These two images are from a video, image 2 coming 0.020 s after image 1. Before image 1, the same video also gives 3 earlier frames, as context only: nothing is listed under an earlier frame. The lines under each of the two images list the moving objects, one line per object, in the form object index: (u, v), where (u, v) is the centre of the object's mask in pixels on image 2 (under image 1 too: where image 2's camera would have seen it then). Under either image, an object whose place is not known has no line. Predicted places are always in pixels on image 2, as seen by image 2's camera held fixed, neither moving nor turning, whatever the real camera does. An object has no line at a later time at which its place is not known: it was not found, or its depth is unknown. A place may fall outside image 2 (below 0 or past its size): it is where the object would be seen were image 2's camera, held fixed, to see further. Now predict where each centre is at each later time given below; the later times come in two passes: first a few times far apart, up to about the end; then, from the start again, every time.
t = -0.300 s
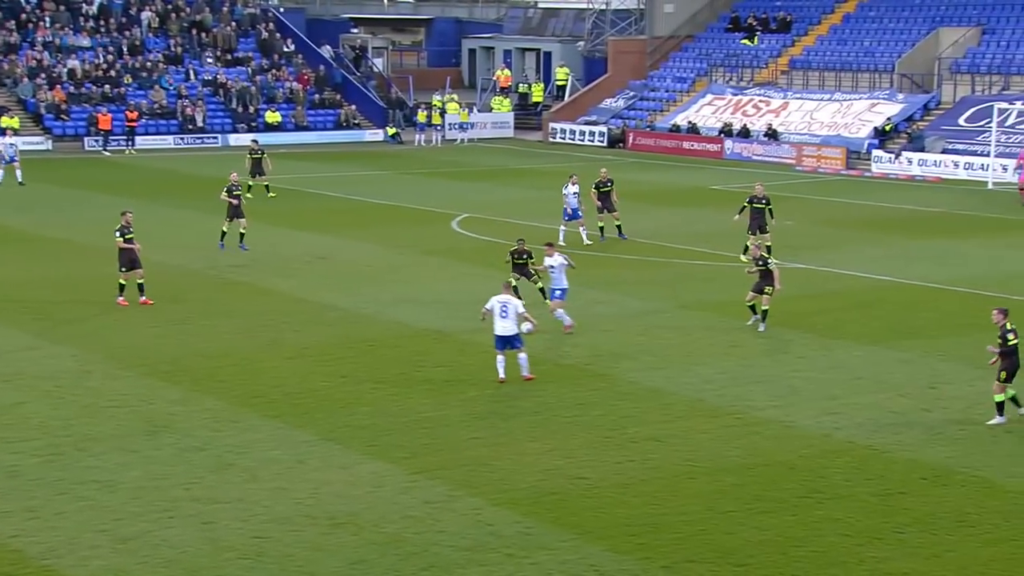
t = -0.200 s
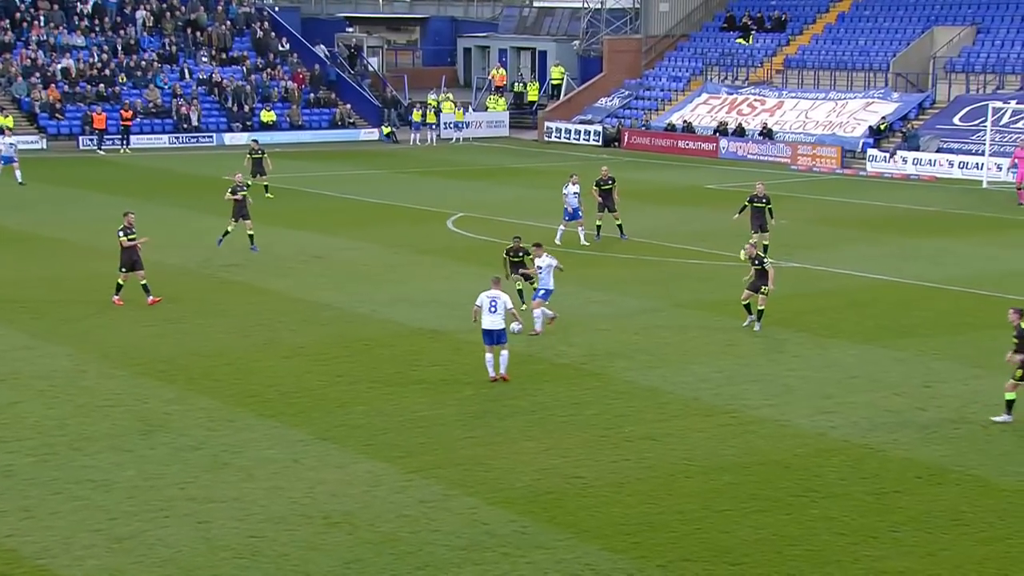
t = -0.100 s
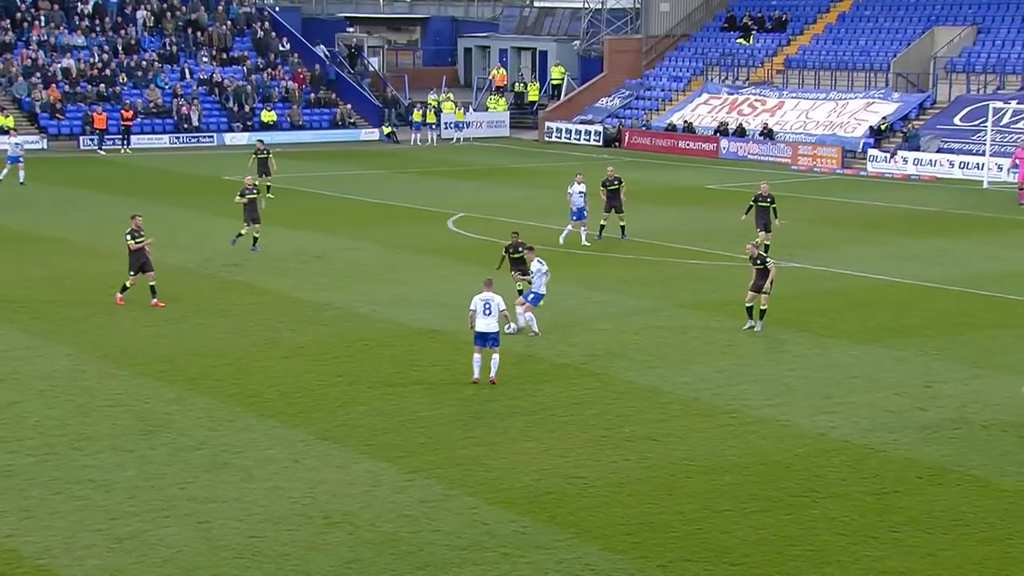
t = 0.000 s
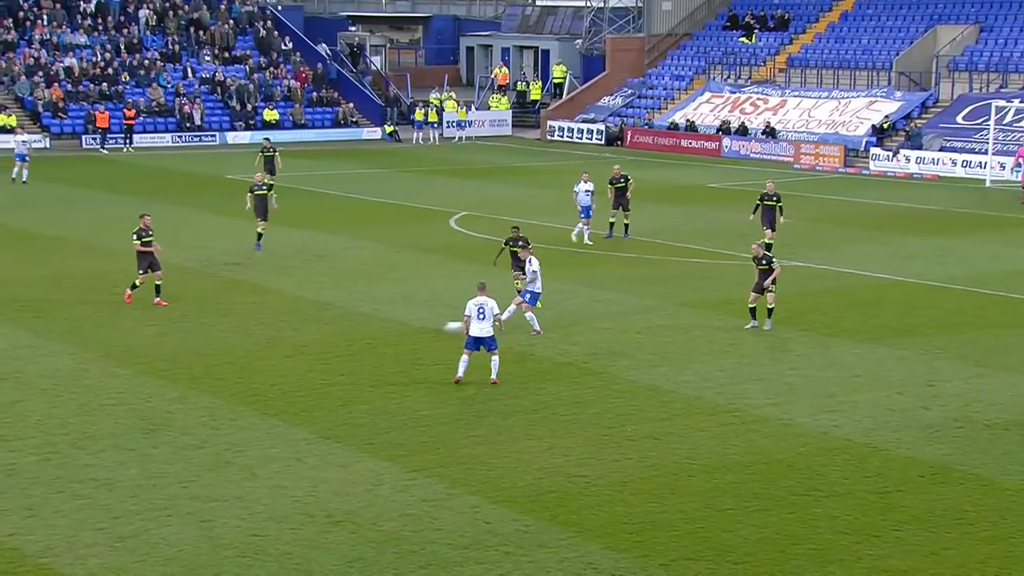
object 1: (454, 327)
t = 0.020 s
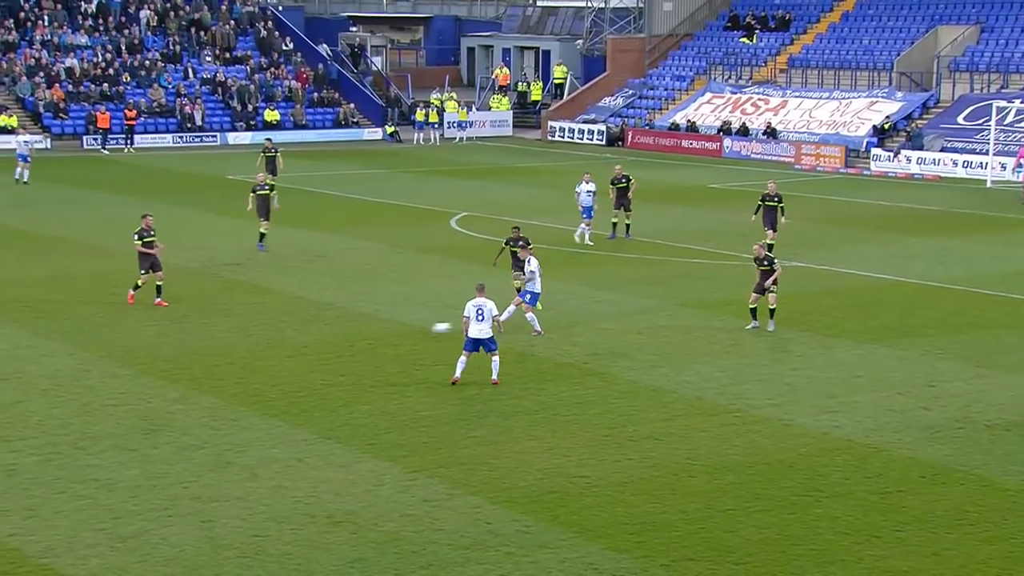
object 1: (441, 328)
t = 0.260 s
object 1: (283, 342)
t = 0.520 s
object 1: (117, 354)
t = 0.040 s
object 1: (428, 329)
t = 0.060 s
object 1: (415, 330)
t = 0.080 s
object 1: (402, 331)
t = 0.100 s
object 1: (388, 333)
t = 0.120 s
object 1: (375, 335)
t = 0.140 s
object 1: (361, 337)
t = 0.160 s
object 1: (348, 339)
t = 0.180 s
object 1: (335, 340)
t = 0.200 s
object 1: (322, 341)
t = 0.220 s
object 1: (309, 341)
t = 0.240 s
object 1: (296, 342)
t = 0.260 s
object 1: (283, 342)
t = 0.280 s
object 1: (270, 344)
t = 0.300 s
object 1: (257, 345)
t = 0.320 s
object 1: (244, 346)
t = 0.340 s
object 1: (231, 348)
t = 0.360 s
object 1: (218, 350)
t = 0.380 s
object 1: (205, 351)
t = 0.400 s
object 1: (193, 351)
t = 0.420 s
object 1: (180, 352)
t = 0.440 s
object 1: (168, 351)
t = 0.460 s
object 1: (155, 352)
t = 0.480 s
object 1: (142, 352)
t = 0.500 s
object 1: (130, 353)
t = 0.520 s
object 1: (117, 354)
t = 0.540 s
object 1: (105, 356)
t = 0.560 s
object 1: (91, 357)
